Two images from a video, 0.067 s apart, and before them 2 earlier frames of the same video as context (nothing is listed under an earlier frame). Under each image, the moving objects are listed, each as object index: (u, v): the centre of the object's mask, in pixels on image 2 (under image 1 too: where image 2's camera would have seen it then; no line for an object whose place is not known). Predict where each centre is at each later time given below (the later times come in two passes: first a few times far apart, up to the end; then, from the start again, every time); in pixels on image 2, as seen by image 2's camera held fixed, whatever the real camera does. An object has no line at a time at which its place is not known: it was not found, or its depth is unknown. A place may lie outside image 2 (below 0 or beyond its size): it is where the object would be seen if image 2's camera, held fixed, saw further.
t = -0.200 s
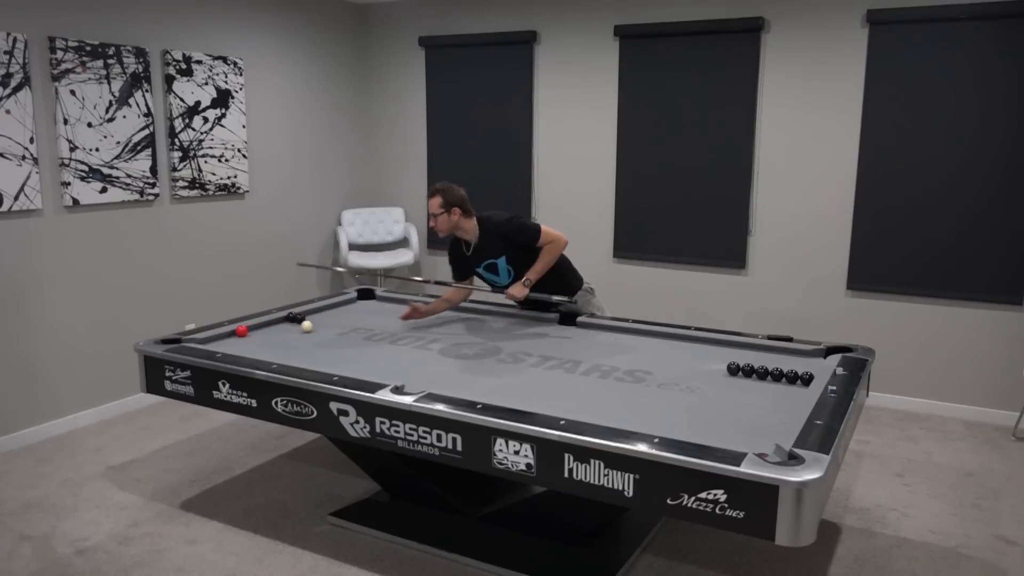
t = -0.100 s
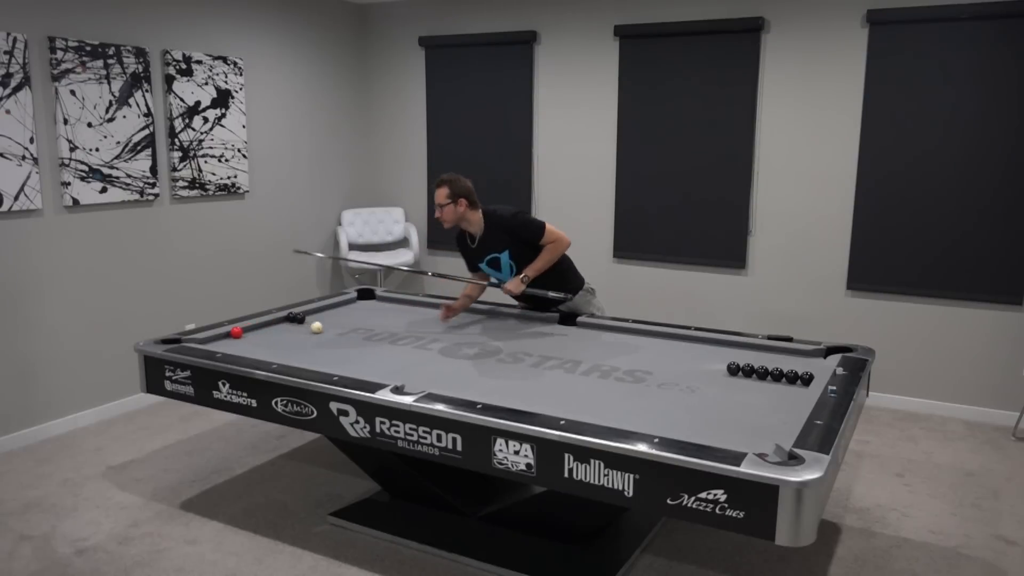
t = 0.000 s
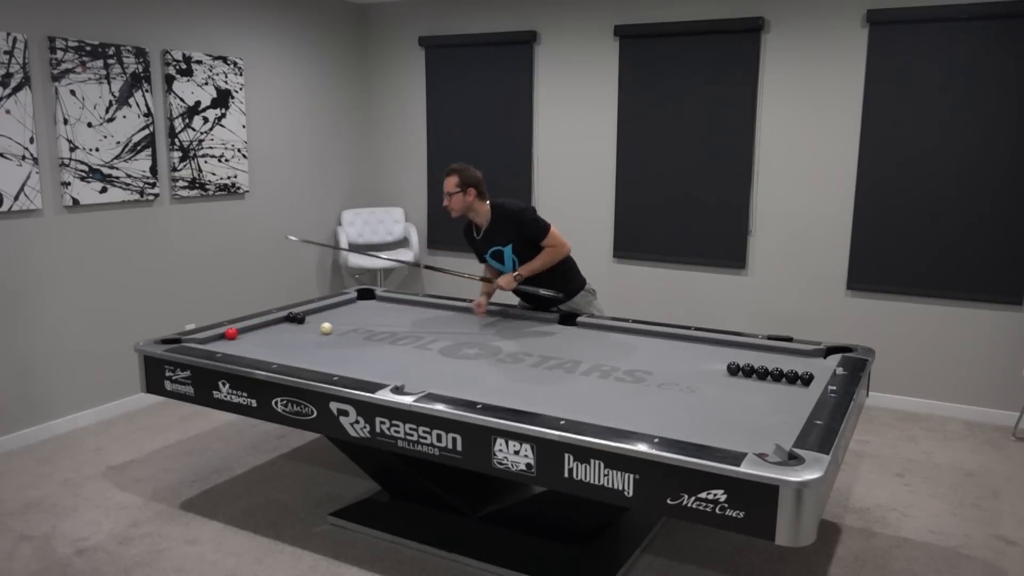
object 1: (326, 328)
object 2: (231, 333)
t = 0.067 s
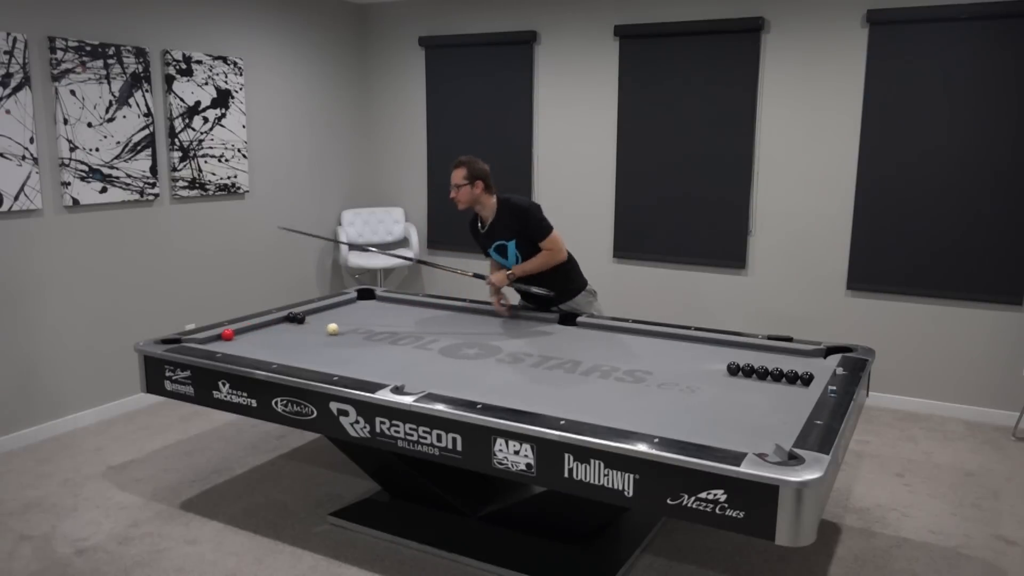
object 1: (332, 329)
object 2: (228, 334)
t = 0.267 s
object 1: (351, 330)
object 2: (218, 337)
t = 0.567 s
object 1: (379, 333)
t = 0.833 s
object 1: (403, 335)
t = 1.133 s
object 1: (430, 338)
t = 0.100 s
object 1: (336, 329)
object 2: (226, 335)
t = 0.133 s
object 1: (339, 329)
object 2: (224, 335)
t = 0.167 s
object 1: (342, 330)
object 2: (223, 336)
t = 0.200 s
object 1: (345, 330)
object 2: (222, 336)
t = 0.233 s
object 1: (348, 330)
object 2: (220, 337)
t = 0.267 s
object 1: (351, 330)
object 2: (218, 337)
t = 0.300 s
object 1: (354, 331)
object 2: (217, 337)
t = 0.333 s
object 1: (357, 331)
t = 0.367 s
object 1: (361, 331)
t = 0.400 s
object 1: (364, 332)
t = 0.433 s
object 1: (367, 332)
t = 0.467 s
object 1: (370, 332)
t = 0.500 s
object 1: (373, 333)
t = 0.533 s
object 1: (376, 333)
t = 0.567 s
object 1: (379, 333)
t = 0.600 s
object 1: (382, 334)
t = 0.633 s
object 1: (385, 334)
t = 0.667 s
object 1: (389, 334)
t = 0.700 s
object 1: (392, 334)
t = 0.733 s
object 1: (394, 335)
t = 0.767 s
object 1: (397, 335)
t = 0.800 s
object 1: (400, 335)
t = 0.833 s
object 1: (403, 335)
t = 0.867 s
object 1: (407, 335)
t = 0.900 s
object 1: (410, 336)
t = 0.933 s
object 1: (412, 336)
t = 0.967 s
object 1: (415, 336)
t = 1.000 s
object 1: (418, 337)
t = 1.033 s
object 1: (421, 337)
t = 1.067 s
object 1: (424, 337)
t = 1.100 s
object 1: (427, 337)
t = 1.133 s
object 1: (430, 338)
